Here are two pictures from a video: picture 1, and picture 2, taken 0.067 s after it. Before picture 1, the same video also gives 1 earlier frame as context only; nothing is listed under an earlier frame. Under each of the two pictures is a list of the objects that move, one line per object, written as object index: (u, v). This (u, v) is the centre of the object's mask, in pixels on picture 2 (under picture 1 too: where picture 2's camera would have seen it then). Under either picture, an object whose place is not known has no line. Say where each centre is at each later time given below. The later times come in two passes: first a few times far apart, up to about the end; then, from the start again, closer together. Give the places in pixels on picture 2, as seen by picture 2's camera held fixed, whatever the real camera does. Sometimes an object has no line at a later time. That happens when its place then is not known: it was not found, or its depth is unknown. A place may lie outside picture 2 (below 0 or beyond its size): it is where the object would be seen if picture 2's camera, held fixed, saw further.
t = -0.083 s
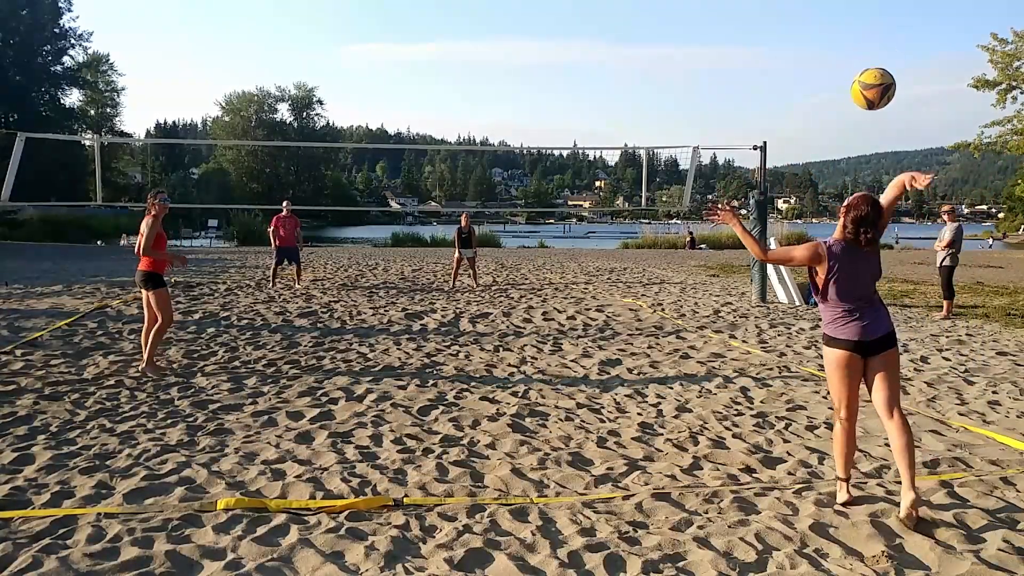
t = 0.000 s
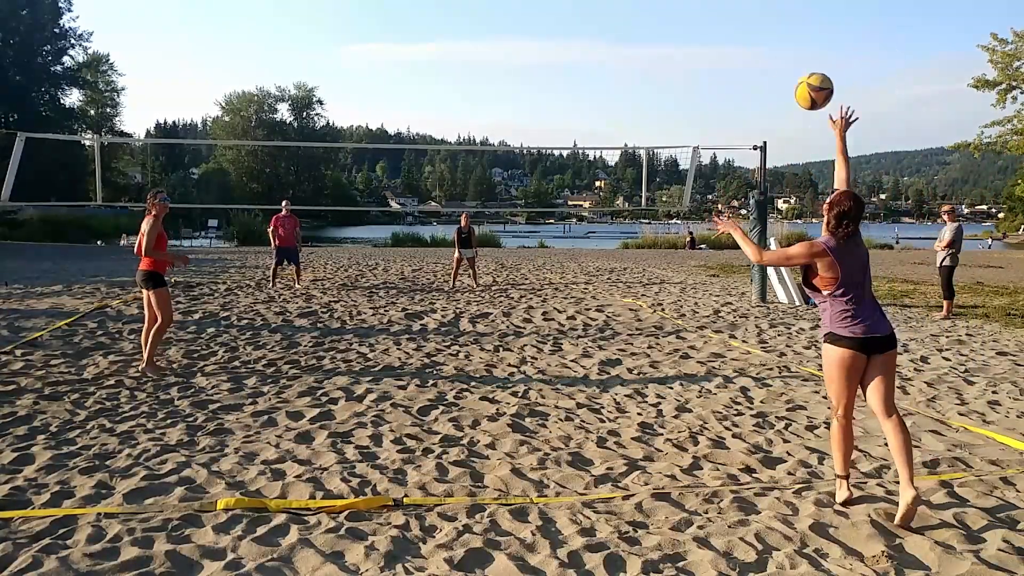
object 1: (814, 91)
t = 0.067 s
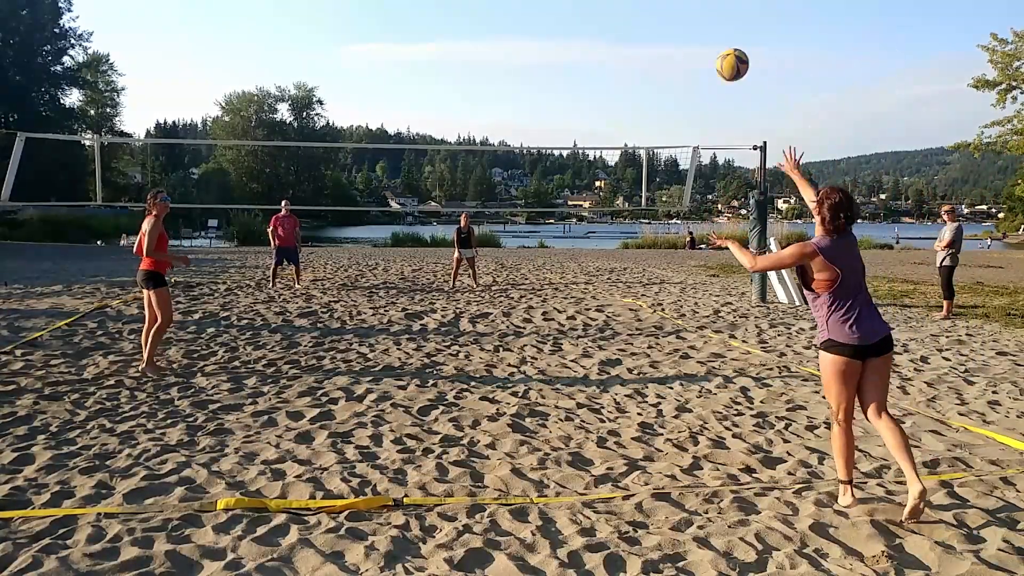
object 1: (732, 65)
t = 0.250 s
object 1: (595, 42)
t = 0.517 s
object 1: (496, 76)
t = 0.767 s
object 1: (445, 133)
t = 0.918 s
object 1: (424, 173)
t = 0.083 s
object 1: (715, 60)
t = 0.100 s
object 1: (699, 56)
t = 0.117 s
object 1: (685, 53)
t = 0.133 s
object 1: (671, 50)
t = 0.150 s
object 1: (658, 48)
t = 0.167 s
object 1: (646, 46)
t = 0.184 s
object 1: (635, 44)
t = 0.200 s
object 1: (624, 43)
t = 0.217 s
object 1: (613, 43)
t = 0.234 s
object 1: (604, 42)
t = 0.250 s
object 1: (595, 42)
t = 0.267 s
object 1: (587, 43)
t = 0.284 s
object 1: (579, 44)
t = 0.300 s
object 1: (571, 45)
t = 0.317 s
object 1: (564, 46)
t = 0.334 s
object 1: (557, 48)
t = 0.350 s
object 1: (550, 49)
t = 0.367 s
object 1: (544, 51)
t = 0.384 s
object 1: (537, 54)
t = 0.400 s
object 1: (531, 56)
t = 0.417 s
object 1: (525, 58)
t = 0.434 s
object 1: (520, 61)
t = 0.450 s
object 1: (515, 64)
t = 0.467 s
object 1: (510, 67)
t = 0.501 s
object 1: (501, 73)
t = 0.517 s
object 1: (496, 76)
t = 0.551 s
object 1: (487, 82)
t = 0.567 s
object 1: (484, 86)
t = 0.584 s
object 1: (479, 89)
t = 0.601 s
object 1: (476, 93)
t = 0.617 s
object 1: (472, 97)
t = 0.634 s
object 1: (469, 100)
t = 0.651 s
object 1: (466, 104)
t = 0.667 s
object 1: (462, 108)
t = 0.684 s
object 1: (459, 112)
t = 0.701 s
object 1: (456, 116)
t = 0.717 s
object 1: (452, 120)
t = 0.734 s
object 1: (450, 124)
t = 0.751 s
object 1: (447, 128)
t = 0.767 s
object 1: (445, 133)
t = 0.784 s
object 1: (442, 137)
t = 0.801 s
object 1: (438, 140)
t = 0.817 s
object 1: (435, 142)
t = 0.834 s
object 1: (431, 149)
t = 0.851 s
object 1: (430, 155)
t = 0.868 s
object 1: (429, 159)
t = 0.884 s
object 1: (426, 163)
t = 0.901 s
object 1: (424, 168)
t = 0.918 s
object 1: (424, 173)
